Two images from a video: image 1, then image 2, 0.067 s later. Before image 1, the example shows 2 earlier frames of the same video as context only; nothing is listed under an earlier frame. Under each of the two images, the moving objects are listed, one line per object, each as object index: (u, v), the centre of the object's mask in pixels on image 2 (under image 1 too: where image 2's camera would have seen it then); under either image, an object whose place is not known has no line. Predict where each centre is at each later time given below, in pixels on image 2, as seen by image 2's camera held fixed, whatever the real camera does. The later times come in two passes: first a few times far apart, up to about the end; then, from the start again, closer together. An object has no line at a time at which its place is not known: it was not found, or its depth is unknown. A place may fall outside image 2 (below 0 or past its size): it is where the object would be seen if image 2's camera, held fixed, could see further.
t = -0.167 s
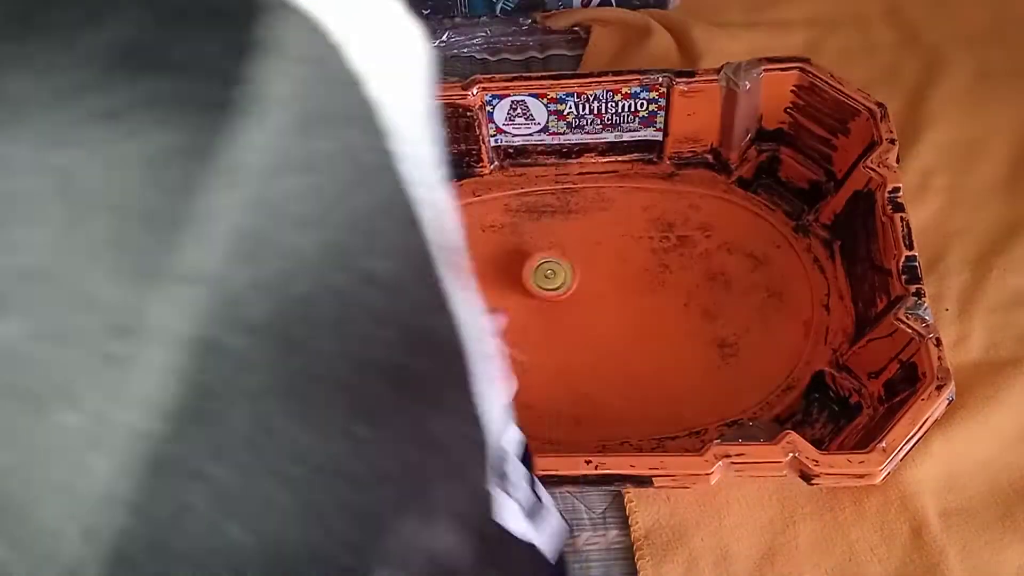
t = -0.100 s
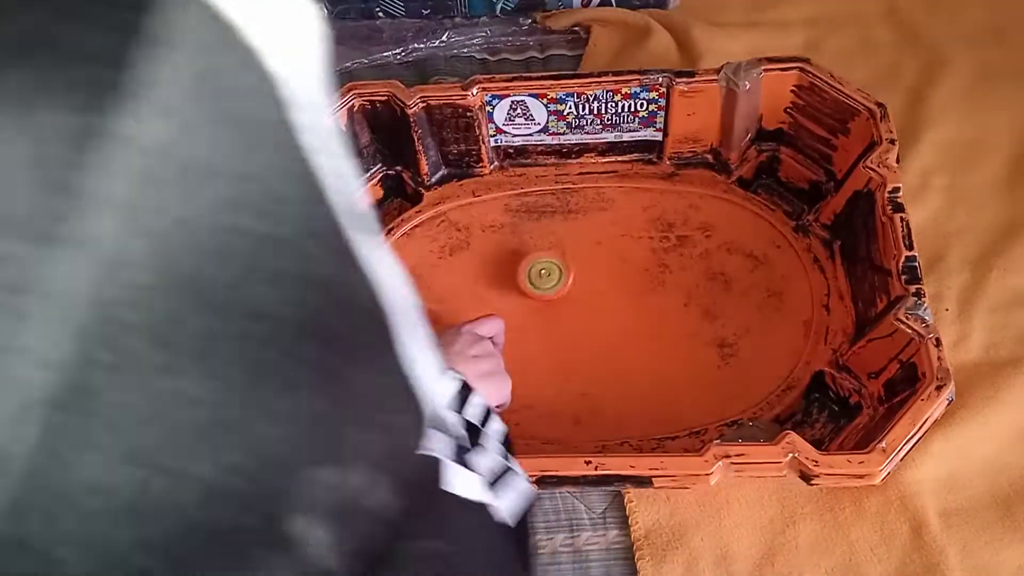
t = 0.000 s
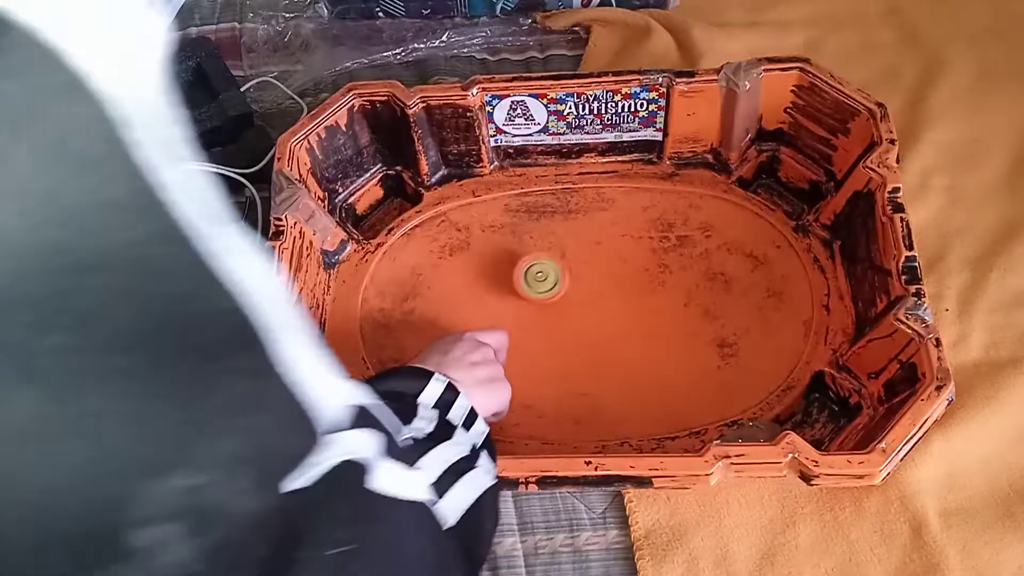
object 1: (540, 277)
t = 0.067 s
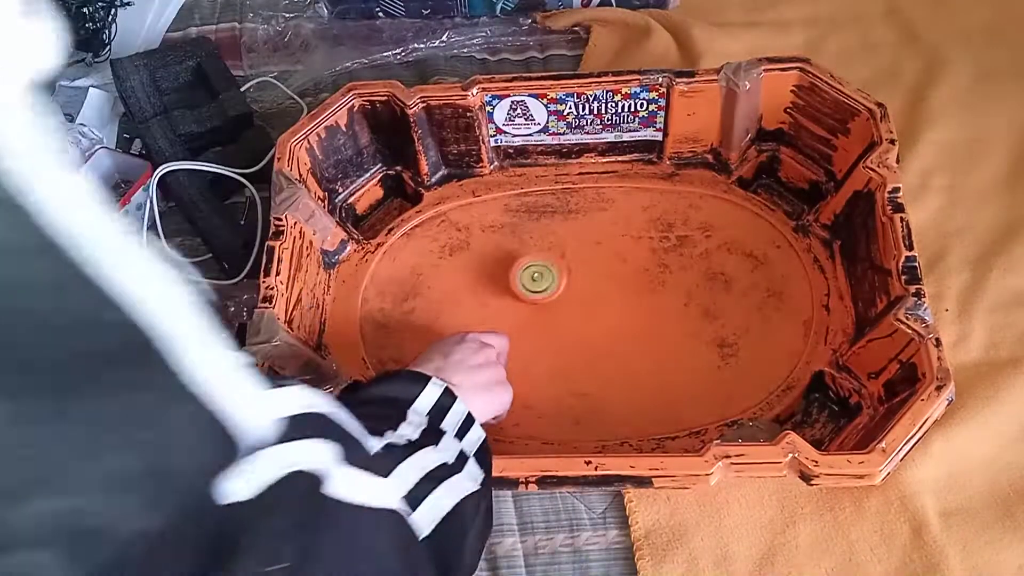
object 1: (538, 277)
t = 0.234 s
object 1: (530, 290)
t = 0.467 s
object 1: (532, 315)
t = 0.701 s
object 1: (538, 327)
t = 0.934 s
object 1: (543, 323)
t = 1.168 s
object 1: (544, 302)
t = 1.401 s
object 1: (545, 286)
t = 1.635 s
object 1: (542, 279)
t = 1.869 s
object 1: (539, 285)
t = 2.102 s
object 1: (532, 304)
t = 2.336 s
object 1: (531, 321)
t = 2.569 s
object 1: (535, 325)
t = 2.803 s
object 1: (548, 316)
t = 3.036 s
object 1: (552, 306)
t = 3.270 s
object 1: (551, 299)
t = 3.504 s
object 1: (543, 292)
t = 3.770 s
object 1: (534, 288)
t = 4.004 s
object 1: (534, 296)
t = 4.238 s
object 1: (532, 310)
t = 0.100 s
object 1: (536, 281)
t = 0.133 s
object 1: (533, 282)
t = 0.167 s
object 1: (531, 285)
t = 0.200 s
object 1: (530, 288)
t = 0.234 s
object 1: (530, 290)
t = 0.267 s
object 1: (527, 295)
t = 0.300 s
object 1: (528, 298)
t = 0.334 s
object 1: (528, 300)
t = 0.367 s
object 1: (529, 304)
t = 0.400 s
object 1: (529, 308)
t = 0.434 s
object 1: (531, 311)
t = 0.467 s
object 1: (532, 315)
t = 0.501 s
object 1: (532, 318)
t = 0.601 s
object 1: (538, 325)
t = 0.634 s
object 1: (538, 327)
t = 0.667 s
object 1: (538, 327)
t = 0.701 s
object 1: (538, 327)
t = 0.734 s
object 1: (539, 328)
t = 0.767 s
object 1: (539, 327)
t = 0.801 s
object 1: (540, 327)
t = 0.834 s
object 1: (541, 326)
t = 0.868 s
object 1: (542, 326)
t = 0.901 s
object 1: (544, 325)
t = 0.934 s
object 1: (543, 323)
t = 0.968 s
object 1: (542, 320)
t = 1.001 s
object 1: (545, 314)
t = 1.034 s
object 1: (546, 311)
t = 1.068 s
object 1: (544, 307)
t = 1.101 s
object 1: (544, 307)
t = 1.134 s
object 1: (544, 304)
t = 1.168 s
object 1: (544, 302)
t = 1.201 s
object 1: (545, 302)
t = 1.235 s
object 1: (544, 300)
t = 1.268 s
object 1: (544, 296)
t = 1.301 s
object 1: (545, 294)
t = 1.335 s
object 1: (545, 292)
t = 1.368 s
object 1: (544, 290)
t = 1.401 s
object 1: (545, 286)
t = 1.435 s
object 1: (546, 285)
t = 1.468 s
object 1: (545, 282)
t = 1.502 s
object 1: (545, 281)
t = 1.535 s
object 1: (542, 280)
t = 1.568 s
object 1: (542, 280)
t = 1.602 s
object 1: (541, 277)
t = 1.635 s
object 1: (542, 279)
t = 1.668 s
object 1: (538, 278)
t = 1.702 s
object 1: (538, 277)
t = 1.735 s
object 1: (539, 278)
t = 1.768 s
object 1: (539, 281)
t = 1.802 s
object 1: (539, 283)
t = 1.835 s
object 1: (535, 283)
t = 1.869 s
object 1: (539, 285)
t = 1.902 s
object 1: (536, 288)
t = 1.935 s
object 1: (534, 292)
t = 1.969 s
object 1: (534, 294)
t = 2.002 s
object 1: (534, 296)
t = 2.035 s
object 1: (534, 299)
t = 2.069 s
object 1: (532, 301)
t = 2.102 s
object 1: (532, 304)
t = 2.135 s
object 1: (531, 307)
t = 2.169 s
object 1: (530, 310)
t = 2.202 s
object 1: (530, 313)
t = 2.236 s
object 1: (529, 315)
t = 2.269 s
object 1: (529, 316)
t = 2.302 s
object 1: (530, 318)
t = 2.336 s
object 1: (531, 321)
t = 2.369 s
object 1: (530, 322)
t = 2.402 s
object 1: (531, 323)
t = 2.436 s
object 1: (532, 324)
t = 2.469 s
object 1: (534, 323)
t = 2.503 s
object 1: (536, 325)
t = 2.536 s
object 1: (534, 326)
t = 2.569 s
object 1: (535, 325)
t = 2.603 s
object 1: (538, 325)
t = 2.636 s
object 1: (541, 324)
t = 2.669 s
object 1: (542, 324)
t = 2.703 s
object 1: (543, 321)
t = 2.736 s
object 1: (545, 319)
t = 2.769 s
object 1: (548, 318)
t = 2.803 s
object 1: (548, 316)
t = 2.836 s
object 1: (549, 314)
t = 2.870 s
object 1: (550, 311)
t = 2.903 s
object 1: (551, 310)
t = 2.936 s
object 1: (552, 309)
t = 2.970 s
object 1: (552, 308)
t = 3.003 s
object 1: (552, 307)
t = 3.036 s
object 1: (552, 306)
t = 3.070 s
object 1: (551, 305)
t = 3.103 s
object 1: (553, 303)
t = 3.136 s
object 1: (554, 303)
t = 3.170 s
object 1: (553, 303)
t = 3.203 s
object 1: (551, 302)
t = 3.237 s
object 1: (551, 300)
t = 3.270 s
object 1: (551, 299)
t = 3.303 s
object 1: (550, 299)
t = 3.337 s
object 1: (548, 298)
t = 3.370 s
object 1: (547, 297)
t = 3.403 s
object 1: (545, 295)
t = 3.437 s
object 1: (545, 295)
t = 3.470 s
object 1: (545, 294)
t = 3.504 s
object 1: (543, 292)
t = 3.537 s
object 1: (540, 290)
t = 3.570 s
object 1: (538, 290)
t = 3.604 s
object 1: (540, 289)
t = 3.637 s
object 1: (537, 289)
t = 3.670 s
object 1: (533, 287)
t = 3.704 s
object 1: (533, 288)
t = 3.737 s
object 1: (536, 287)
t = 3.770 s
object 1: (534, 288)
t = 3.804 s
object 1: (533, 288)
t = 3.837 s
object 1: (532, 289)
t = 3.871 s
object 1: (532, 289)
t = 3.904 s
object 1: (535, 291)
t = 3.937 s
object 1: (535, 292)
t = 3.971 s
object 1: (532, 295)
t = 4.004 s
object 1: (534, 296)
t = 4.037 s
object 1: (536, 298)
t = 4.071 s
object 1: (536, 300)
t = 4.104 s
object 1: (536, 302)
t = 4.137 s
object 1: (536, 302)
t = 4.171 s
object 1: (535, 306)
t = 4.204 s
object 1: (534, 308)
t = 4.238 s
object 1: (532, 310)
